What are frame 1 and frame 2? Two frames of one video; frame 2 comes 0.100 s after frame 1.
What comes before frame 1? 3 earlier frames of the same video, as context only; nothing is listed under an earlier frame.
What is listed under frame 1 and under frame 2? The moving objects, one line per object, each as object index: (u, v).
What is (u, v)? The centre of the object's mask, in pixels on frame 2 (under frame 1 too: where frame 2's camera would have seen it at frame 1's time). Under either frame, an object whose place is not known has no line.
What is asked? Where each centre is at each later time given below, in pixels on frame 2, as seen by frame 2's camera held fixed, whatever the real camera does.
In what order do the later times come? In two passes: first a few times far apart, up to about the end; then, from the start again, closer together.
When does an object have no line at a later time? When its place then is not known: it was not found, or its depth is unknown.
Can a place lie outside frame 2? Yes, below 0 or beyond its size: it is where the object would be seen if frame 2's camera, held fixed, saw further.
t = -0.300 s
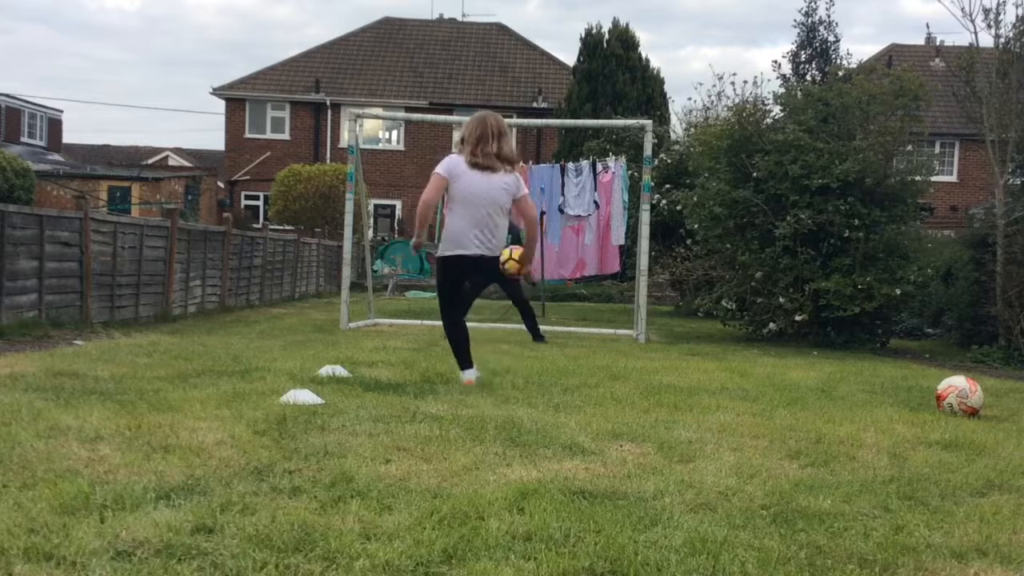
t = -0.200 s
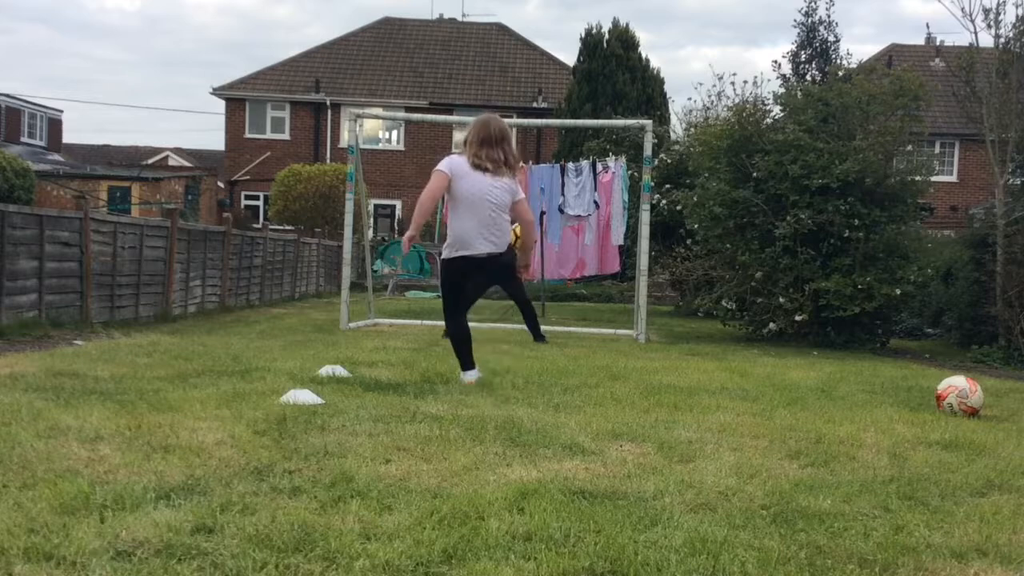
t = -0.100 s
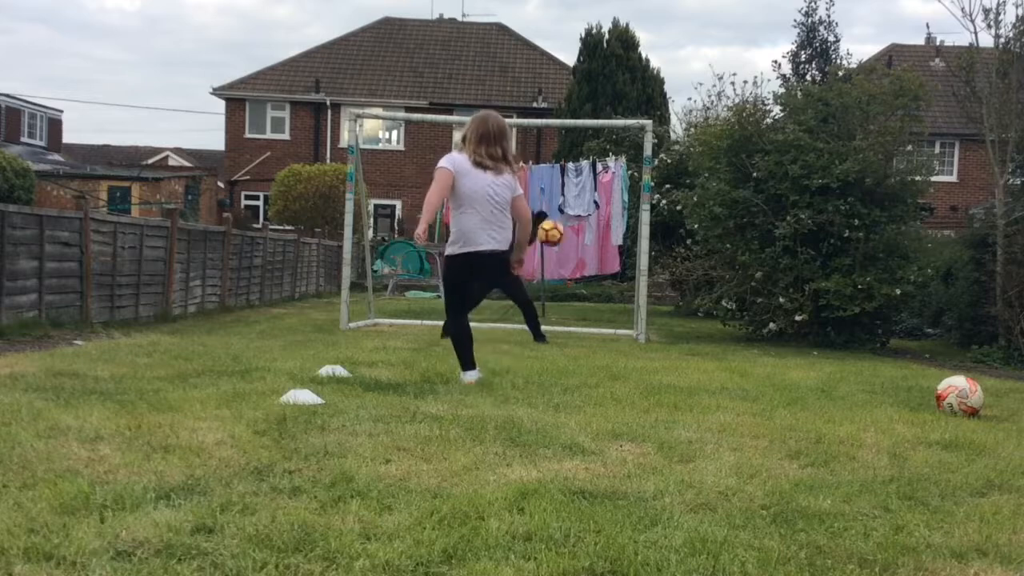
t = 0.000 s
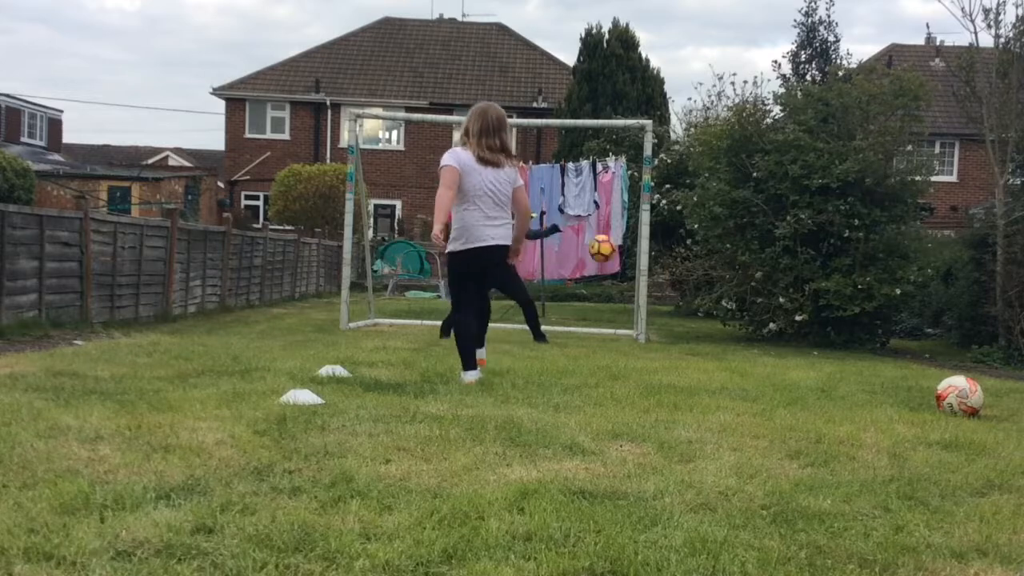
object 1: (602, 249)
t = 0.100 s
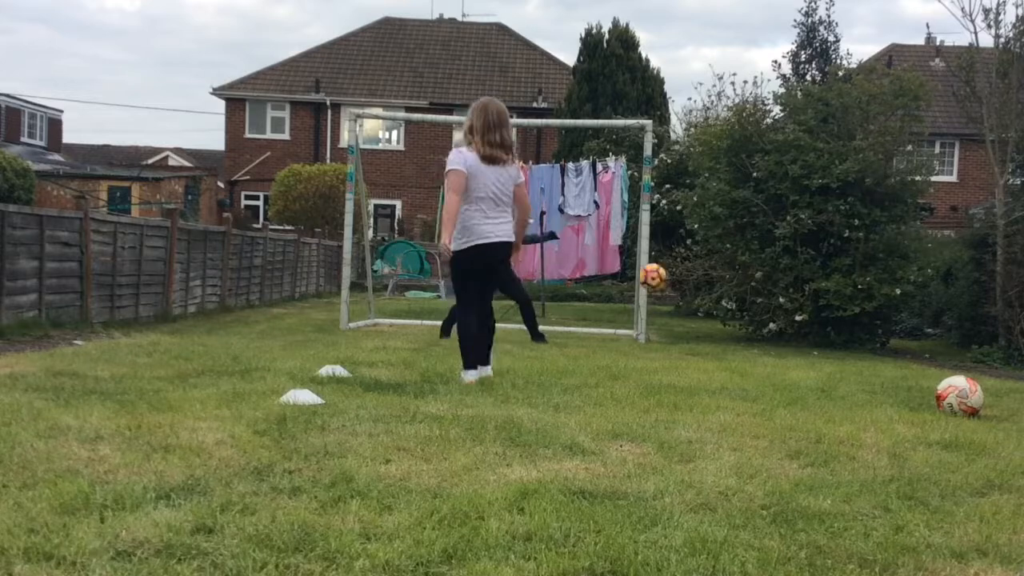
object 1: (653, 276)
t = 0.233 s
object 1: (722, 337)
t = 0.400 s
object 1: (787, 310)
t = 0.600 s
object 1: (869, 300)
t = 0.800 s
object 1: (954, 346)
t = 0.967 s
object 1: (1015, 344)
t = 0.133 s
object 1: (670, 290)
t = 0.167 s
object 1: (688, 304)
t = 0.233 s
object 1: (722, 337)
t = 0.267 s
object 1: (737, 345)
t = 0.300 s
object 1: (750, 335)
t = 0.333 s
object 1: (762, 325)
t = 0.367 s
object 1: (775, 318)
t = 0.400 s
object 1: (787, 310)
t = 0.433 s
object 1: (801, 305)
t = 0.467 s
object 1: (815, 300)
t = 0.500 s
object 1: (828, 298)
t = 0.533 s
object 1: (842, 298)
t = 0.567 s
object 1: (855, 298)
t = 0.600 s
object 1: (869, 300)
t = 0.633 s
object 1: (883, 303)
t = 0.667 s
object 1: (897, 308)
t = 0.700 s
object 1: (911, 316)
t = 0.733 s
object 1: (925, 325)
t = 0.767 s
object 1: (939, 335)
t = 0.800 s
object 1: (954, 346)
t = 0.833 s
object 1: (969, 360)
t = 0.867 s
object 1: (982, 360)
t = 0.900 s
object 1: (995, 354)
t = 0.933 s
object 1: (1008, 349)
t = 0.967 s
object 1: (1015, 344)
